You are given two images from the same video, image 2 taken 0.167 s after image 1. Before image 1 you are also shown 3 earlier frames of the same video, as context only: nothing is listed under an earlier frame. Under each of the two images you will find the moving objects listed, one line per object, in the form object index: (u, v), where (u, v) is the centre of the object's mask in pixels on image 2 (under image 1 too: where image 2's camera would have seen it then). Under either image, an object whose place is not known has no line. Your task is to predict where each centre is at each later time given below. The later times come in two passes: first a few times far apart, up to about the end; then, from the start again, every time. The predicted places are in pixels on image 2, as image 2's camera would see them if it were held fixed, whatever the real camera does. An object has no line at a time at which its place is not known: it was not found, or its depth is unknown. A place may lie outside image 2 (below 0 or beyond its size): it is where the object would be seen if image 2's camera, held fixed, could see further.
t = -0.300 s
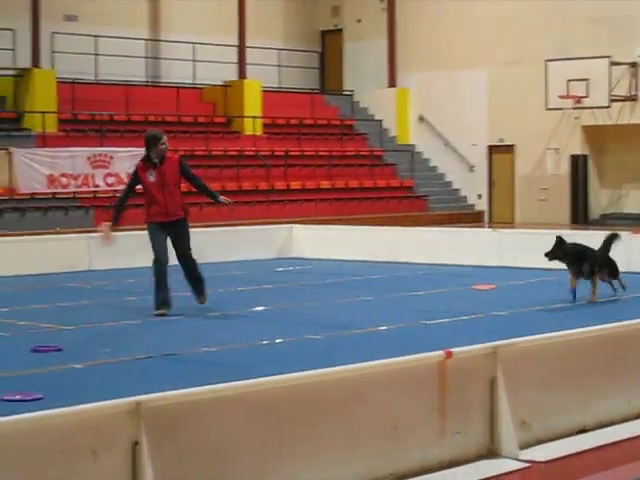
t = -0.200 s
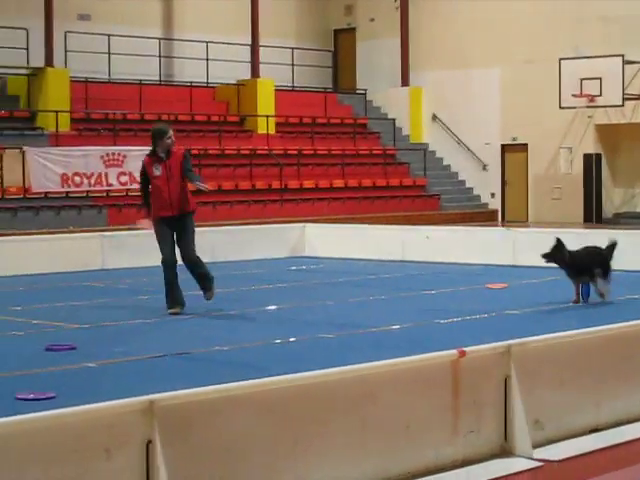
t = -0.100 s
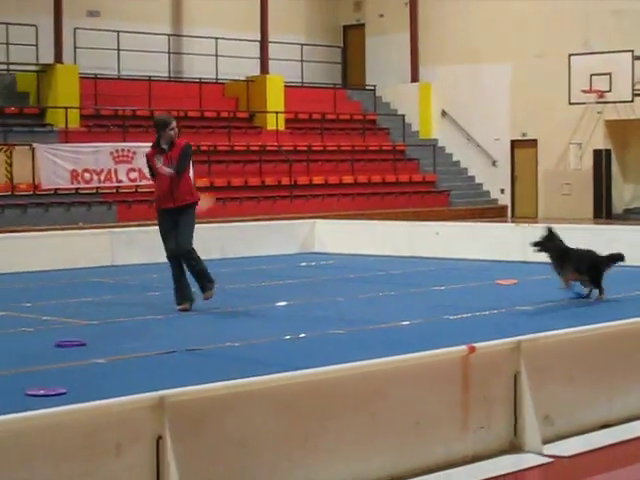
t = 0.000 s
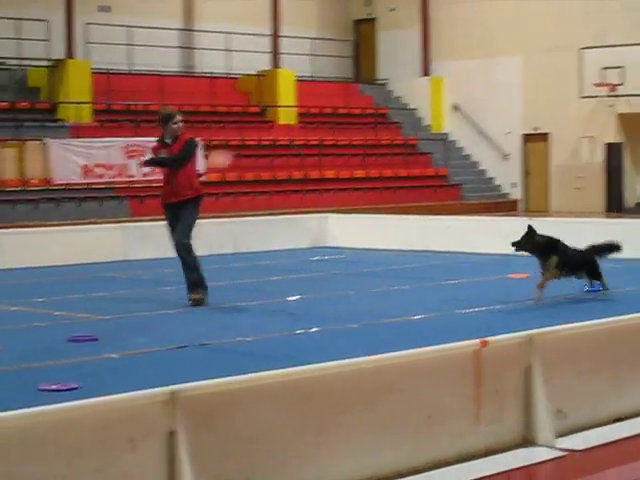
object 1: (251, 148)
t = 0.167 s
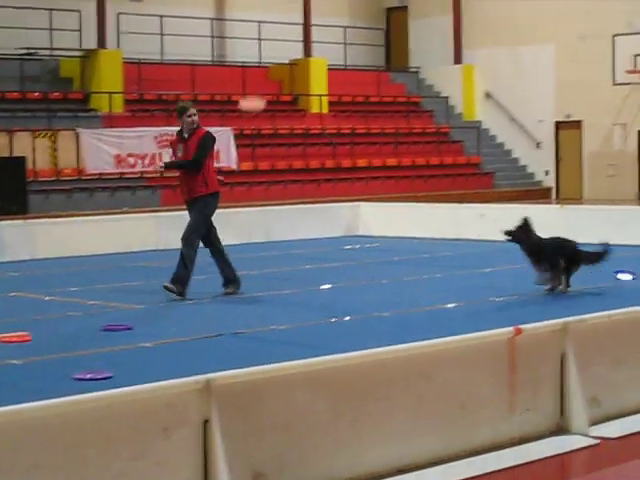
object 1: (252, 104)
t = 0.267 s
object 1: (253, 86)
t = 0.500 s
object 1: (258, 70)
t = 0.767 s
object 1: (274, 81)
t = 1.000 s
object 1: (312, 125)
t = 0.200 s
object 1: (252, 97)
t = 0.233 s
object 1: (252, 91)
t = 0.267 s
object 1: (253, 86)
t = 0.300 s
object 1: (253, 83)
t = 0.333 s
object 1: (253, 79)
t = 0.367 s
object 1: (254, 76)
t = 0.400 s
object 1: (255, 74)
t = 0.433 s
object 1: (255, 72)
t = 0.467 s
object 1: (257, 71)
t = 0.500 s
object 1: (258, 70)
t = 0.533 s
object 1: (259, 70)
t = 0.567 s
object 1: (260, 70)
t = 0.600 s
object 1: (261, 70)
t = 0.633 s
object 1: (263, 71)
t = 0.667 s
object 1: (265, 73)
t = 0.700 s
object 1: (268, 76)
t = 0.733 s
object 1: (271, 78)
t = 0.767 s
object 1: (274, 81)
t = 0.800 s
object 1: (278, 85)
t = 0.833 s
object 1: (282, 90)
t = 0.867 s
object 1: (287, 96)
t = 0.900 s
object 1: (291, 102)
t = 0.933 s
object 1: (298, 109)
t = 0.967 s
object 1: (305, 117)
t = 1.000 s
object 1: (312, 125)
